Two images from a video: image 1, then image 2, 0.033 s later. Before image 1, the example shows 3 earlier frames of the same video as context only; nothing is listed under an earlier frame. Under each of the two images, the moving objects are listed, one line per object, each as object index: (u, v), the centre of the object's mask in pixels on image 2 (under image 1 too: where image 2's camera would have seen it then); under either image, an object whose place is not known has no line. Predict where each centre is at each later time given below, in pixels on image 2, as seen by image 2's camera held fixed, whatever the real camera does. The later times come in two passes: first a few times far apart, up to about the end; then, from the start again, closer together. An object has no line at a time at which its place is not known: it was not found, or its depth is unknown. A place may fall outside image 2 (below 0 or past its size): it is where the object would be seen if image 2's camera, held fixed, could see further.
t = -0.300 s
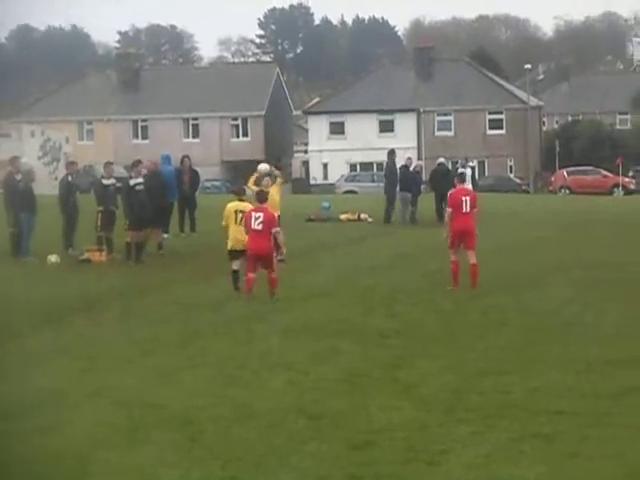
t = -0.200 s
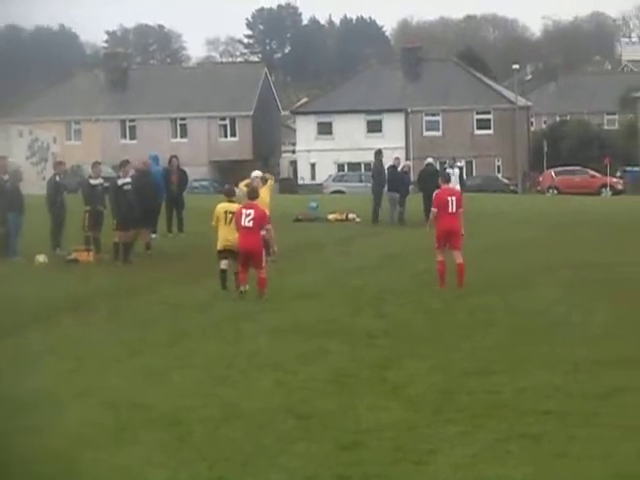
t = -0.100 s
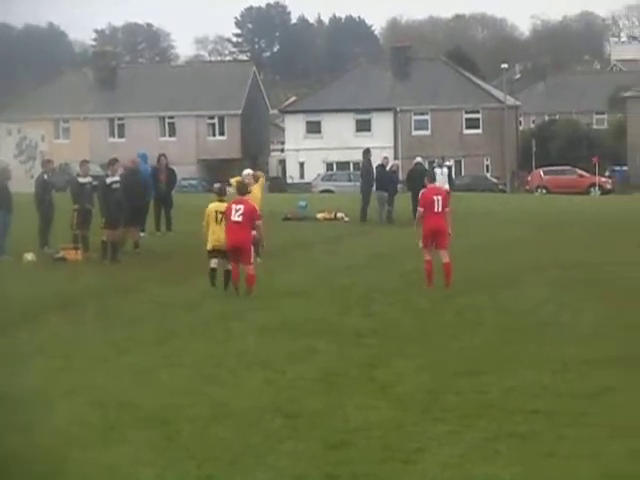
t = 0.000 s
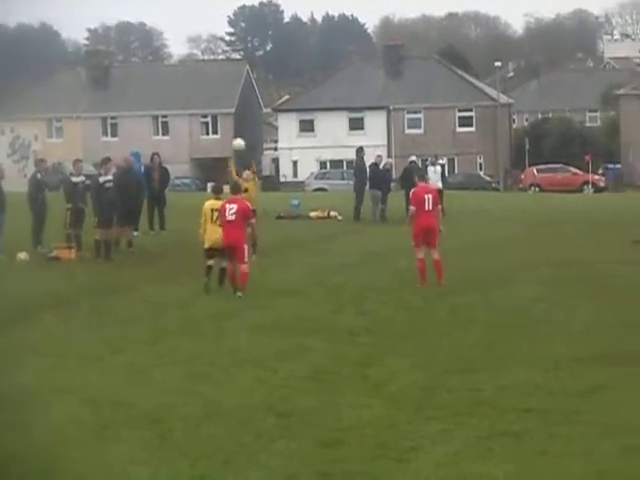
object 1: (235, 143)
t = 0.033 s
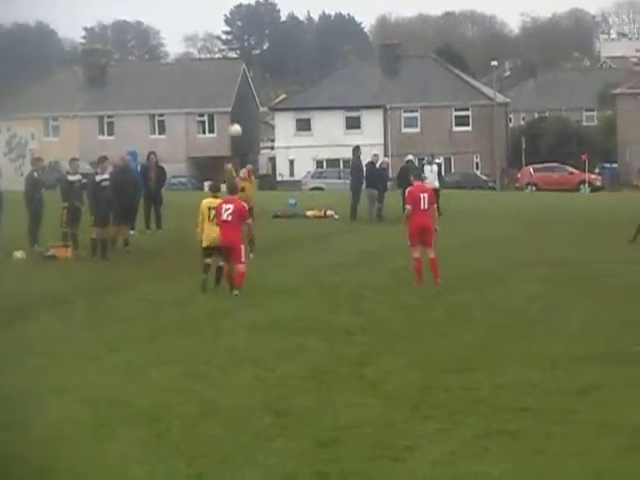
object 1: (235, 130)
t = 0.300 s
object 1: (238, 49)
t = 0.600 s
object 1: (247, 13)
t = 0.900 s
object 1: (265, 37)
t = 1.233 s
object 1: (295, 144)
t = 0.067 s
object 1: (234, 117)
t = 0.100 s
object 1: (235, 105)
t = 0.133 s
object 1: (235, 94)
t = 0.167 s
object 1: (235, 83)
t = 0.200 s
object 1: (236, 73)
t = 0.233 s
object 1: (237, 64)
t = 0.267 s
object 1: (237, 56)
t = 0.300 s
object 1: (238, 49)
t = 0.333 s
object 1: (238, 41)
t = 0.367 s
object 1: (239, 36)
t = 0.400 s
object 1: (240, 30)
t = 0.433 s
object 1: (241, 25)
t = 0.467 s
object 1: (242, 22)
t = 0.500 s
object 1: (243, 19)
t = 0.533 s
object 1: (244, 16)
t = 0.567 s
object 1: (246, 14)
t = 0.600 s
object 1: (247, 13)
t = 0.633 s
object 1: (249, 13)
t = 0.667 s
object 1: (251, 13)
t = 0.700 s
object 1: (253, 14)
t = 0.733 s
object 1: (255, 16)
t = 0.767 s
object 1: (258, 19)
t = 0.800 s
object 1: (259, 22)
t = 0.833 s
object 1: (261, 27)
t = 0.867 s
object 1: (263, 31)
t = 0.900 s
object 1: (265, 37)
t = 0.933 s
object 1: (268, 44)
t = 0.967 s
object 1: (271, 51)
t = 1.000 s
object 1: (273, 60)
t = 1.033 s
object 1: (276, 69)
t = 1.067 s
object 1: (279, 79)
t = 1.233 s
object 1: (295, 144)
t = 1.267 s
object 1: (295, 158)
